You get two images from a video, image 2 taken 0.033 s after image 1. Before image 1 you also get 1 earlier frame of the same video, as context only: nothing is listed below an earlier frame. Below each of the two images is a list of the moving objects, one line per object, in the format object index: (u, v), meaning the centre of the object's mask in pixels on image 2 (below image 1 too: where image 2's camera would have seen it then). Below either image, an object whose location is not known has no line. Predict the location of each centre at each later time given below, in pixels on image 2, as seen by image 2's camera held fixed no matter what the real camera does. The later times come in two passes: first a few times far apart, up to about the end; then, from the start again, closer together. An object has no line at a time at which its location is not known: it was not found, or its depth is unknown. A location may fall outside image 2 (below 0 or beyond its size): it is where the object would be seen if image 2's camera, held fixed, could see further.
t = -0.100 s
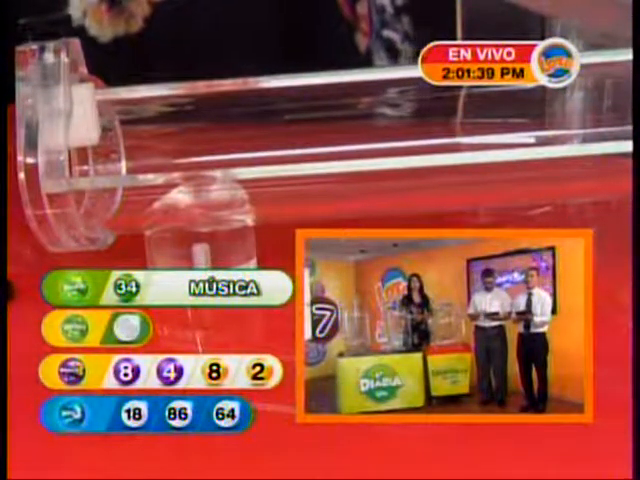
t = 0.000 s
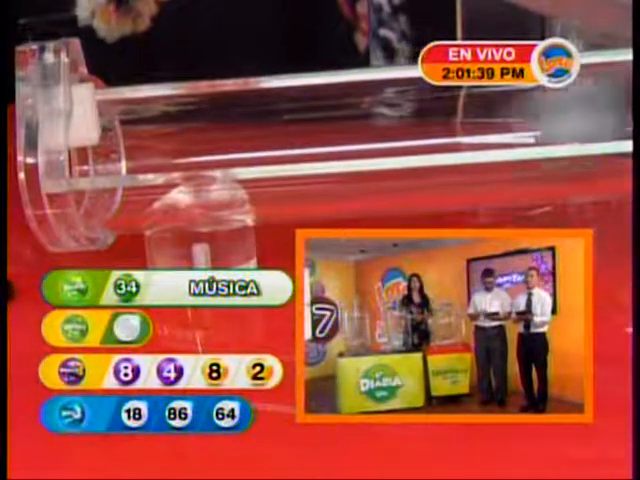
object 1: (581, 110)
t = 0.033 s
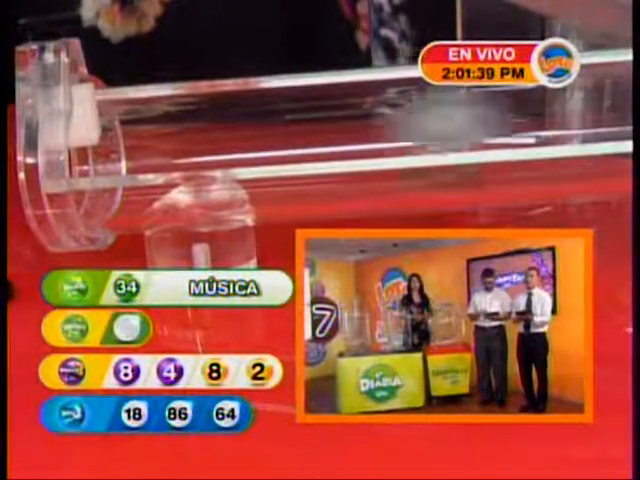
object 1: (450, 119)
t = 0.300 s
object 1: (224, 150)
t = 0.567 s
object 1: (209, 153)
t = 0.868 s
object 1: (143, 158)
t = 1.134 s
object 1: (143, 158)
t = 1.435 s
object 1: (143, 158)
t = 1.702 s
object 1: (143, 158)
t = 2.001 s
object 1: (143, 158)
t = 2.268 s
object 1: (143, 158)
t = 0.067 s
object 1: (327, 127)
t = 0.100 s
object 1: (220, 139)
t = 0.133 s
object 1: (151, 153)
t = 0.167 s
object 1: (179, 141)
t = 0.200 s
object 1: (195, 138)
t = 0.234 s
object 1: (210, 150)
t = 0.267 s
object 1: (220, 149)
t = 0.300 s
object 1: (224, 150)
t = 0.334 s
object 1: (228, 150)
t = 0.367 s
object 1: (230, 150)
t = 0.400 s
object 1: (231, 150)
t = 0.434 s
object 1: (230, 150)
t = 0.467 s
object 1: (228, 150)
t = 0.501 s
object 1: (223, 151)
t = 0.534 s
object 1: (217, 151)
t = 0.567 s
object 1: (209, 153)
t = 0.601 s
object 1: (199, 155)
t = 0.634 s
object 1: (189, 156)
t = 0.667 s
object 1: (175, 157)
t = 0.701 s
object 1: (161, 156)
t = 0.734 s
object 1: (146, 156)
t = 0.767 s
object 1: (144, 156)
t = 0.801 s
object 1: (144, 156)
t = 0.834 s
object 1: (143, 158)
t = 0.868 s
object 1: (143, 158)
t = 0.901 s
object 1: (143, 158)
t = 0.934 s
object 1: (143, 158)
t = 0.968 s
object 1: (143, 158)
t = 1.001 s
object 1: (143, 158)
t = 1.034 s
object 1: (143, 158)
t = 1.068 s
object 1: (143, 158)
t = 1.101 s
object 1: (143, 158)
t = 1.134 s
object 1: (143, 158)
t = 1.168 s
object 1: (143, 158)
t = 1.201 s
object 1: (143, 158)
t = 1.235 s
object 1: (143, 158)
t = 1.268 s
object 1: (143, 158)
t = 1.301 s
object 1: (143, 158)
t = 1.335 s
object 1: (143, 158)
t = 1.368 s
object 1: (143, 158)
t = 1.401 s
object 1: (143, 158)
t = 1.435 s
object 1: (143, 158)
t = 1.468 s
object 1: (143, 158)
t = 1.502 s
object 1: (143, 158)
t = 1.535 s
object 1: (143, 158)
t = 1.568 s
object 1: (143, 158)
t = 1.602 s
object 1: (143, 157)
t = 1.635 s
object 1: (143, 157)
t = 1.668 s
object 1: (143, 158)
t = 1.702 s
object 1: (143, 158)
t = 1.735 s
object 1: (143, 158)
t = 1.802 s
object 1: (143, 158)
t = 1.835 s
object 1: (143, 158)
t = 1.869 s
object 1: (143, 158)
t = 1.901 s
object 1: (143, 158)
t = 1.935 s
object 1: (143, 158)
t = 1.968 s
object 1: (144, 158)
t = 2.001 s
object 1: (143, 158)
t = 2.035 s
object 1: (143, 158)
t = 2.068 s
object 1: (143, 158)
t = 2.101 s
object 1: (143, 158)
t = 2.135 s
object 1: (143, 158)
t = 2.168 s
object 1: (143, 158)
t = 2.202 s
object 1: (143, 158)
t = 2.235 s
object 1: (143, 158)
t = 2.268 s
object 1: (143, 158)
